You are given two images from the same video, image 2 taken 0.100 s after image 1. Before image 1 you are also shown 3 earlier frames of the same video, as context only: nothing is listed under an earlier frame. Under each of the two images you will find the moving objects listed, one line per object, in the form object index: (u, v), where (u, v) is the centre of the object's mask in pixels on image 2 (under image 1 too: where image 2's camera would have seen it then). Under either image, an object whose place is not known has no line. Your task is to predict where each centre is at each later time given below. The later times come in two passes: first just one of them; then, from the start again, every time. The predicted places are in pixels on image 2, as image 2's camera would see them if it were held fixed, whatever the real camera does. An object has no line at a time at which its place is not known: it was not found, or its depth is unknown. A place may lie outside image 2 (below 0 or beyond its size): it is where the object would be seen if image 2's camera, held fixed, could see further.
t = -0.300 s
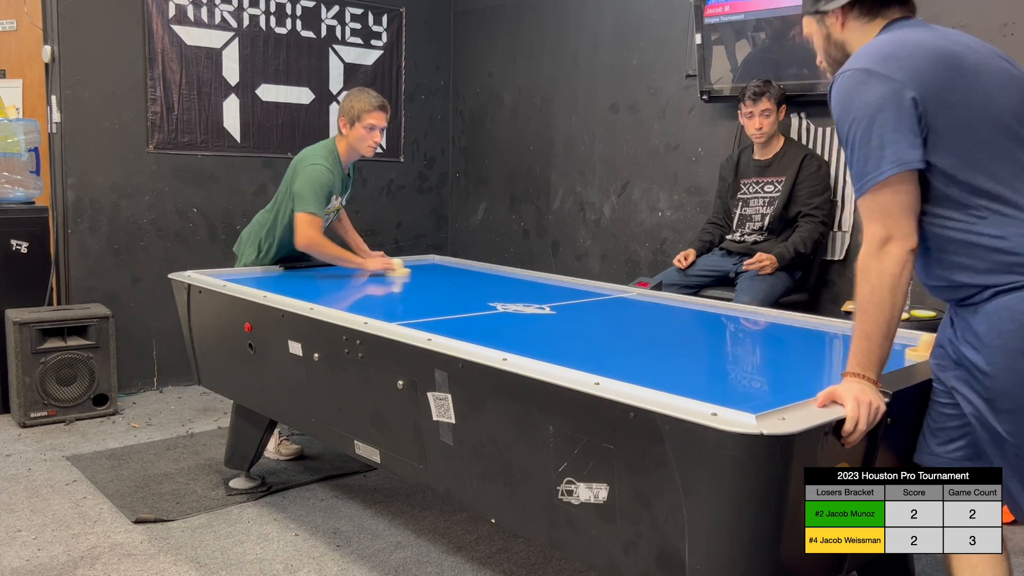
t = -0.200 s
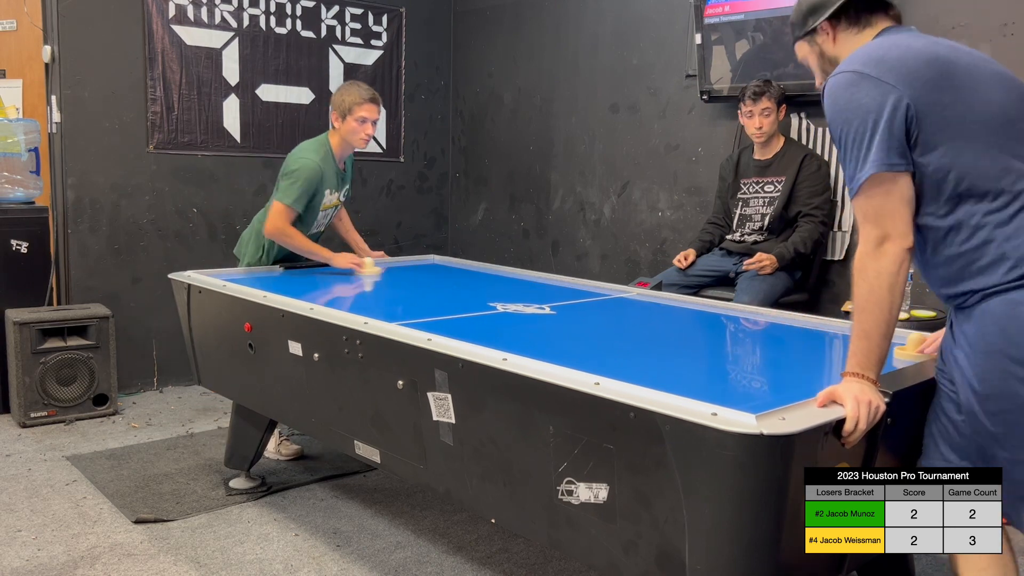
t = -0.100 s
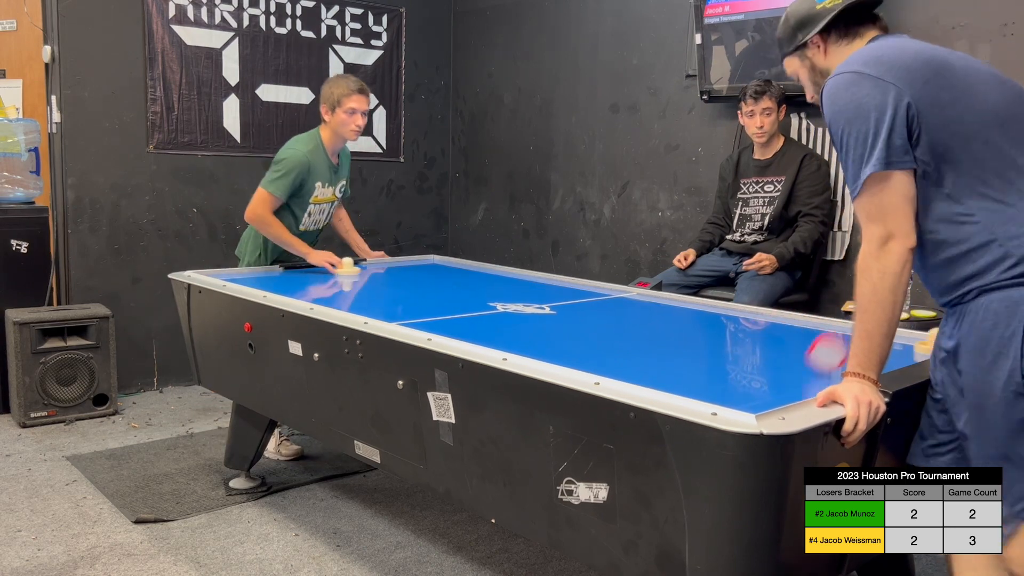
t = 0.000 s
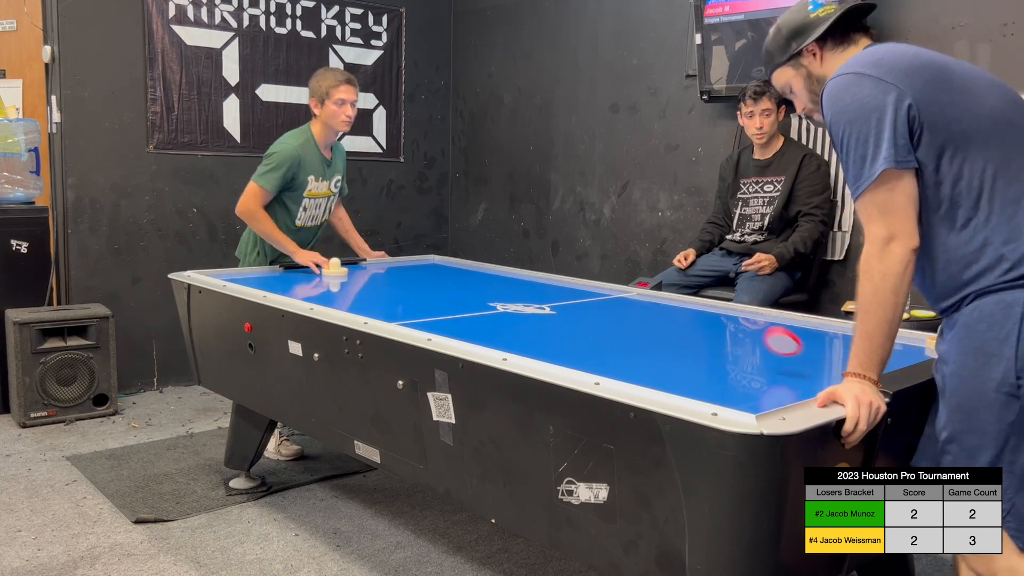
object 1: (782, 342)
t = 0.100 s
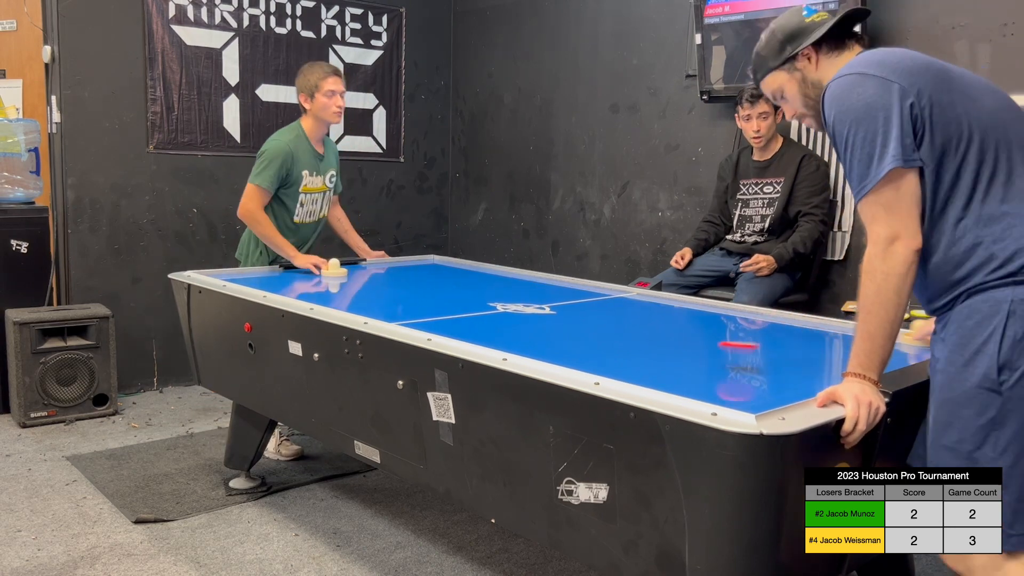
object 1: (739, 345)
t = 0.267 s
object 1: (672, 352)
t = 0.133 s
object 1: (725, 352)
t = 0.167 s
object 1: (710, 354)
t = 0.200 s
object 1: (699, 352)
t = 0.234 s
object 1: (684, 351)
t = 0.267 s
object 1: (672, 352)
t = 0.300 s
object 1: (660, 354)
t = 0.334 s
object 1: (648, 355)
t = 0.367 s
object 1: (637, 353)
